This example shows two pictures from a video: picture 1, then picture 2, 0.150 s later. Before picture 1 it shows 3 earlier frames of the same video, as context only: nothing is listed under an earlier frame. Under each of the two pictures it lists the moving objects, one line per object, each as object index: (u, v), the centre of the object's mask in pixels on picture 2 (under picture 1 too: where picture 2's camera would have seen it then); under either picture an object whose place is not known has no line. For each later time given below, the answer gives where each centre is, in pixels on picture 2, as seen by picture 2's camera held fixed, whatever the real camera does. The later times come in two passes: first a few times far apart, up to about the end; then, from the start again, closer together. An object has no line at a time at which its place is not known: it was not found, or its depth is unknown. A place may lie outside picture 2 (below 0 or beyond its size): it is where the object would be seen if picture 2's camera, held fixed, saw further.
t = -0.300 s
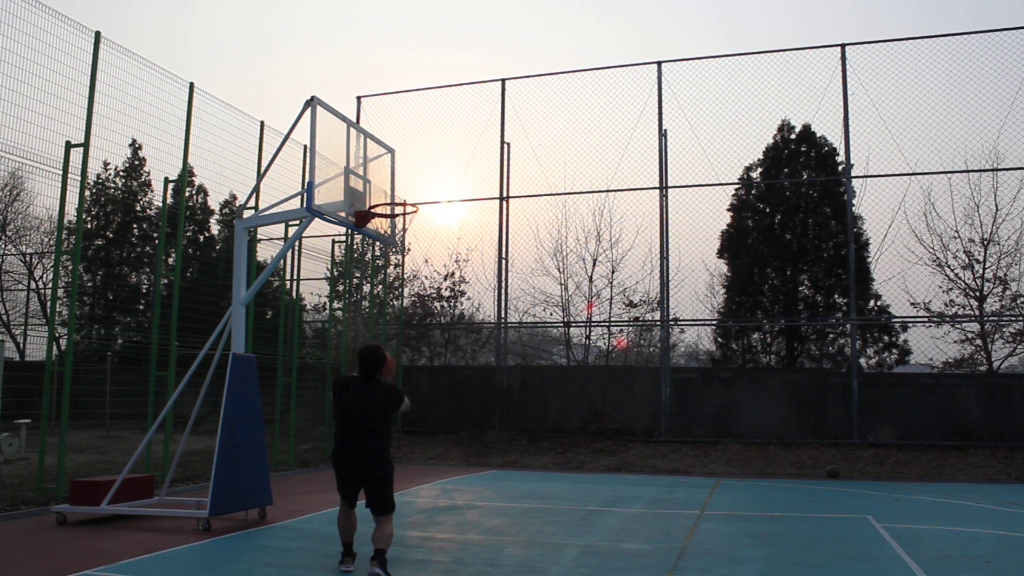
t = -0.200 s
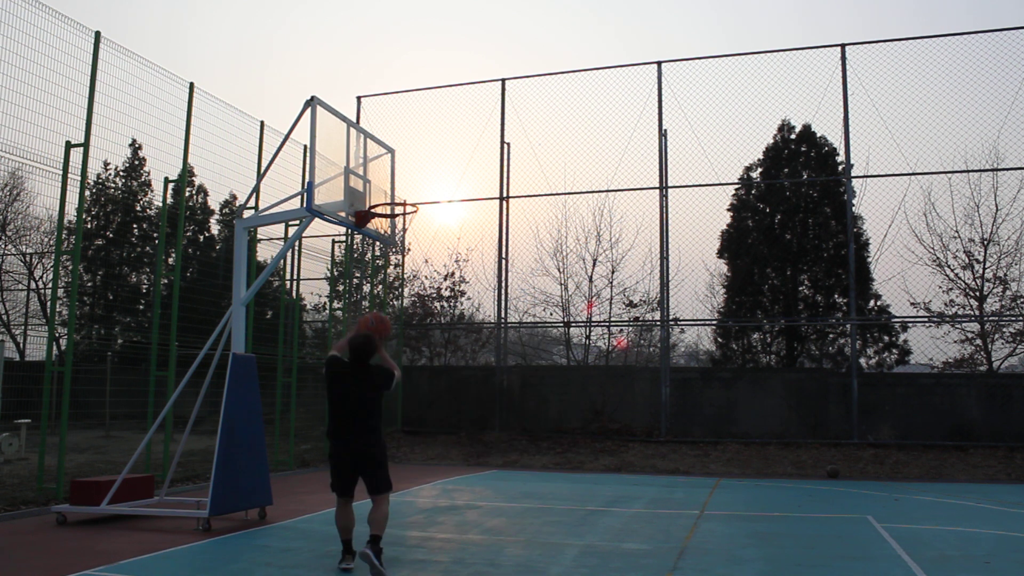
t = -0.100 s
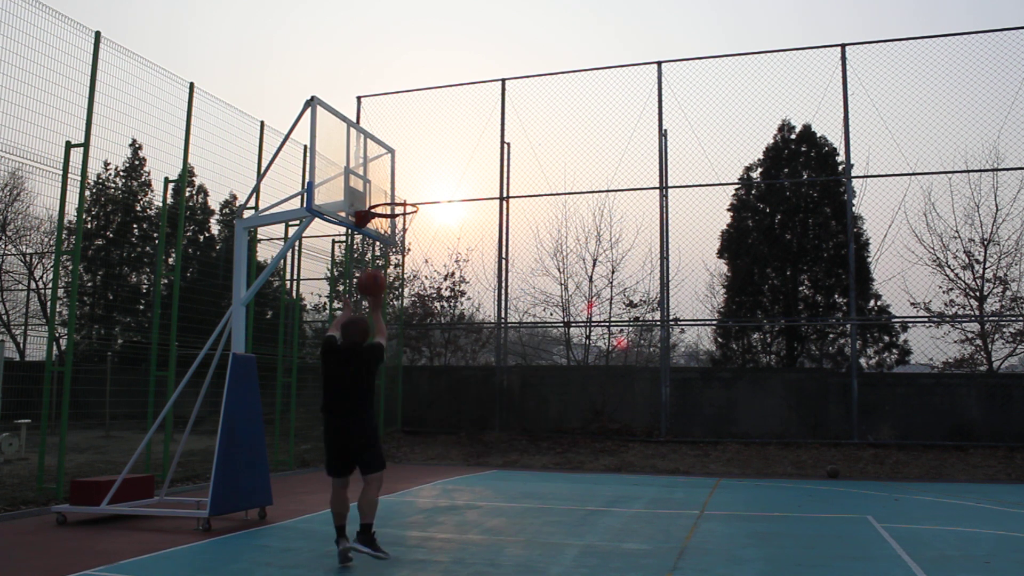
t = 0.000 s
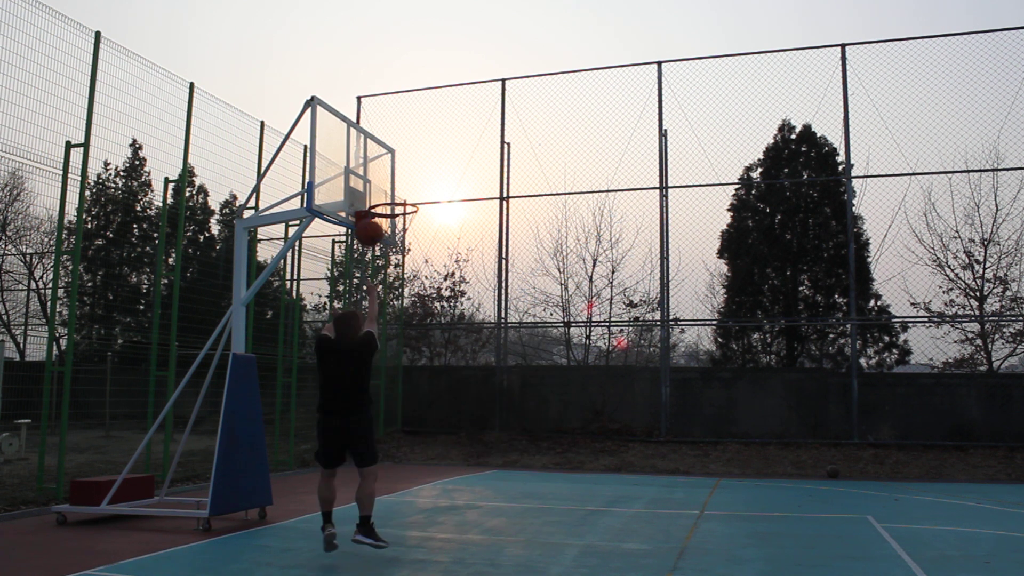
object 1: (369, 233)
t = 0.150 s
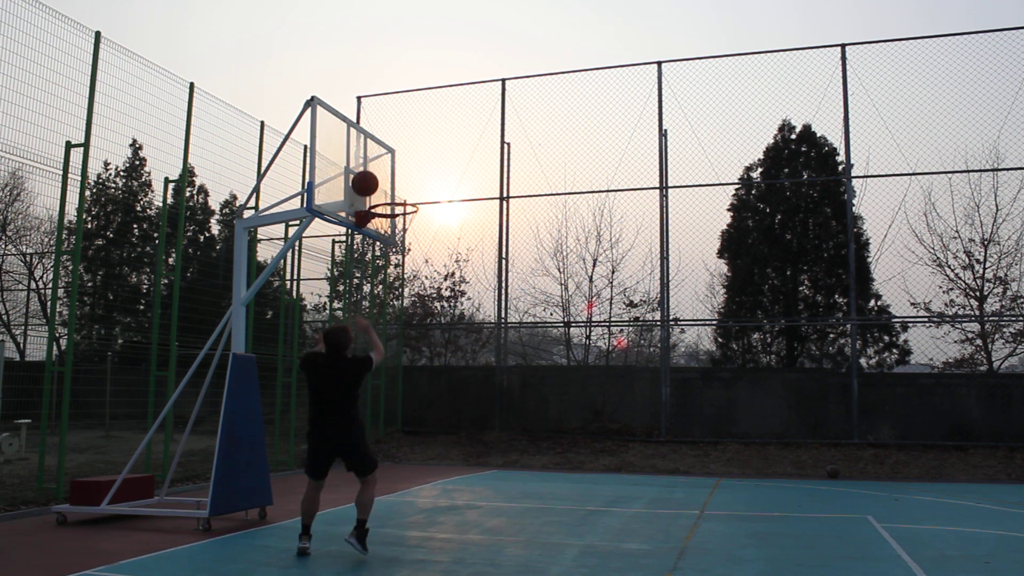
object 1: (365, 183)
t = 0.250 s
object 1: (362, 166)
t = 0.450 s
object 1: (363, 161)
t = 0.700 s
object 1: (400, 204)
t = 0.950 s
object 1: (385, 224)
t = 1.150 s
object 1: (383, 238)
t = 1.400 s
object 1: (399, 268)
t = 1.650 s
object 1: (414, 350)
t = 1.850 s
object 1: (424, 462)
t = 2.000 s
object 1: (434, 479)
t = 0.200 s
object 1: (363, 173)
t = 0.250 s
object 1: (362, 166)
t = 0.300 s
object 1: (360, 161)
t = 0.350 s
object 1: (358, 159)
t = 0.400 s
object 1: (356, 159)
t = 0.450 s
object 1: (363, 161)
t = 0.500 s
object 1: (371, 164)
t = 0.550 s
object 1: (378, 171)
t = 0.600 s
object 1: (386, 179)
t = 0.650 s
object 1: (393, 190)
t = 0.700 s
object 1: (400, 204)
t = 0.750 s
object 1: (399, 210)
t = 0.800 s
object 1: (395, 217)
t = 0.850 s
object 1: (391, 223)
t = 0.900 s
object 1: (388, 224)
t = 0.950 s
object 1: (385, 224)
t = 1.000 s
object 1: (383, 225)
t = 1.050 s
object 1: (383, 228)
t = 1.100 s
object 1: (383, 233)
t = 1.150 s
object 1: (383, 238)
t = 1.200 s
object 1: (385, 242)
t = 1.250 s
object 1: (389, 247)
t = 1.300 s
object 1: (392, 252)
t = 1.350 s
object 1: (396, 259)
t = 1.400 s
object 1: (399, 268)
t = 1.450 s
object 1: (402, 280)
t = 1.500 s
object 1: (405, 293)
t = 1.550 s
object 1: (409, 311)
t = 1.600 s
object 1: (412, 329)
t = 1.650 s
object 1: (414, 350)
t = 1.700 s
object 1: (417, 373)
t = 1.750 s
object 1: (420, 399)
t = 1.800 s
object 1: (422, 430)
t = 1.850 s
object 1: (424, 462)
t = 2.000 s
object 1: (434, 479)
